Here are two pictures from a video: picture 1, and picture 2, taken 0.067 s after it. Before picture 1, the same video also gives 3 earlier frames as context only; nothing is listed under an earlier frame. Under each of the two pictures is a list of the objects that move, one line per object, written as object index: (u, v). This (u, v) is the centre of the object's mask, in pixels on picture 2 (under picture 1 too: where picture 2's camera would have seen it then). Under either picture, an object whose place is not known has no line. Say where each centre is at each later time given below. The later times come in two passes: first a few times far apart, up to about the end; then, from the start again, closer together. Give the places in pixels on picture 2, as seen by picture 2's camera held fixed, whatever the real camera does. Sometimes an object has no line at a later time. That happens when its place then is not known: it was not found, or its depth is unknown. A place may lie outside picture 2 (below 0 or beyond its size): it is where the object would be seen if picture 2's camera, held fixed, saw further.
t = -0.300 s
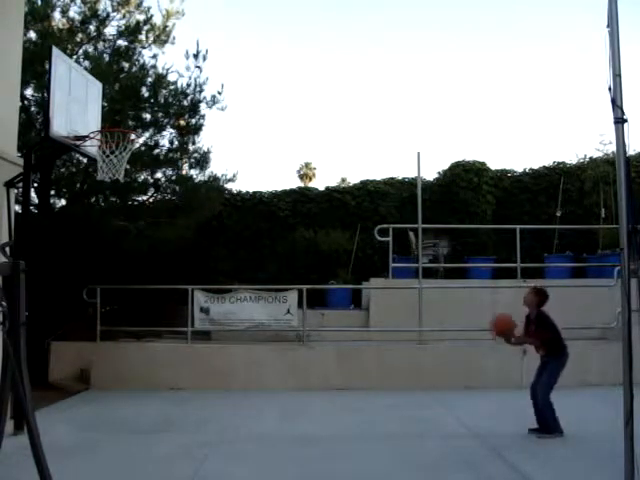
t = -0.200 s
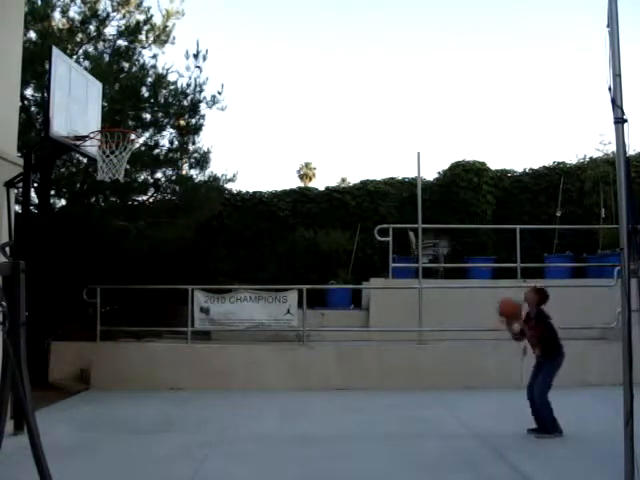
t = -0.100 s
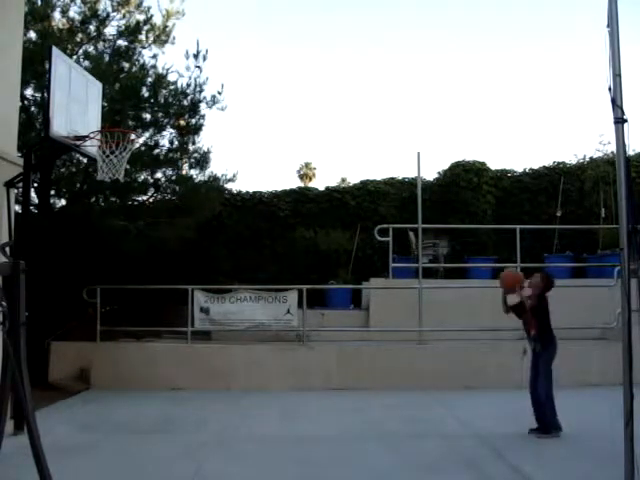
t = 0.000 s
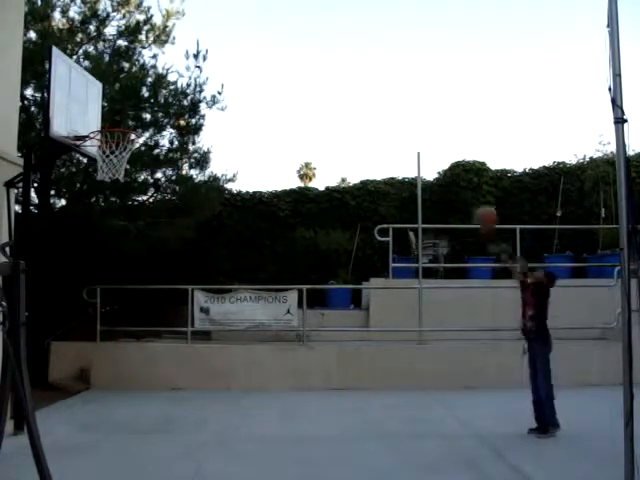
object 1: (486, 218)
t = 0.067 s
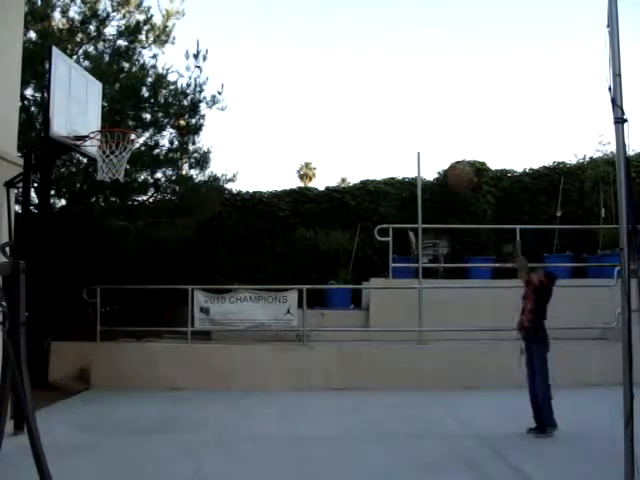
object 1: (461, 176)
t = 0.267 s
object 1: (393, 81)
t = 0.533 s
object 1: (306, 20)
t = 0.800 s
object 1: (222, 29)
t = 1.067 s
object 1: (136, 102)
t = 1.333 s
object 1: (79, 204)
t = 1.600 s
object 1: (43, 334)
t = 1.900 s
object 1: (88, 359)
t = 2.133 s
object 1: (152, 293)
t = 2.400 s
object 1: (219, 287)
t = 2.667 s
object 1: (281, 348)
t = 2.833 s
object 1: (318, 413)
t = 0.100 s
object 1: (450, 158)
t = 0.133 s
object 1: (438, 139)
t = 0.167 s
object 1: (427, 123)
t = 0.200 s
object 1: (415, 108)
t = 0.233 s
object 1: (404, 94)
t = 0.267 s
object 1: (393, 81)
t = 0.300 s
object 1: (382, 69)
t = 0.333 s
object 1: (371, 59)
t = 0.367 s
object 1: (360, 49)
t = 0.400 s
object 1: (349, 41)
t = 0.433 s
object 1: (338, 34)
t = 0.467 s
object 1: (327, 28)
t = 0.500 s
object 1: (317, 24)
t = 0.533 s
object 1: (306, 20)
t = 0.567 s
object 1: (296, 17)
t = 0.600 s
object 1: (285, 16)
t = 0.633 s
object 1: (275, 15)
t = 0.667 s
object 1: (264, 16)
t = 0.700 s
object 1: (253, 18)
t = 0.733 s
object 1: (243, 20)
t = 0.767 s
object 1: (232, 24)
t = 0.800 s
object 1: (222, 29)
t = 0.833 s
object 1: (211, 35)
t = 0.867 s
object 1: (201, 41)
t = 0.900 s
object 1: (190, 49)
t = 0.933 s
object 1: (179, 58)
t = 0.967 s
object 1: (169, 68)
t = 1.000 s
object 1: (157, 78)
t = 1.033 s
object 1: (147, 89)
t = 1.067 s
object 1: (136, 102)
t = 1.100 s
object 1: (127, 117)
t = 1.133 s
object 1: (118, 132)
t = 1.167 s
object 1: (104, 149)
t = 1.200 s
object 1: (100, 168)
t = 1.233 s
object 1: (92, 170)
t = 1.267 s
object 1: (90, 179)
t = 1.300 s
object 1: (85, 192)
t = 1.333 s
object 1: (79, 204)
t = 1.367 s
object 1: (75, 216)
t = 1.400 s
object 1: (70, 230)
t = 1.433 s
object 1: (65, 244)
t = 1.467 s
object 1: (60, 260)
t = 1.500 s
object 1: (56, 278)
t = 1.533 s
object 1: (51, 296)
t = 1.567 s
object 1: (47, 314)
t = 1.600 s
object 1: (43, 334)
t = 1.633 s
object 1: (39, 354)
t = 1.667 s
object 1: (41, 372)
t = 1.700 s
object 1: (47, 389)
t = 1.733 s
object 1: (50, 409)
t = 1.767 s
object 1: (54, 418)
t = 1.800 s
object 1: (63, 399)
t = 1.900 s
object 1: (88, 359)
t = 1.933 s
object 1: (102, 344)
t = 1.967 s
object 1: (110, 331)
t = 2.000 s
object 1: (118, 322)
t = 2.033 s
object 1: (126, 313)
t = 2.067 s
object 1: (135, 305)
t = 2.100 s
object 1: (144, 298)
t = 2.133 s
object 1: (152, 293)
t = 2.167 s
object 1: (161, 288)
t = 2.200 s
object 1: (170, 285)
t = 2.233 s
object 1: (178, 282)
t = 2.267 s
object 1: (186, 280)
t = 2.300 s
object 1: (194, 280)
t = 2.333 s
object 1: (203, 282)
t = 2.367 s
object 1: (211, 284)
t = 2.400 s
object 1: (219, 287)
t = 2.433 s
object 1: (228, 292)
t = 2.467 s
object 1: (235, 297)
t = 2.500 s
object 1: (241, 303)
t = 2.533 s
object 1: (250, 310)
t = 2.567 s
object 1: (259, 319)
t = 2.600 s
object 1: (266, 328)
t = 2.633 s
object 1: (276, 342)
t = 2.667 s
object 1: (281, 348)
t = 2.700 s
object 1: (289, 361)
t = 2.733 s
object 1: (297, 376)
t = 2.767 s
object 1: (304, 391)
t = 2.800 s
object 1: (311, 405)
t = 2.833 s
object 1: (318, 413)
